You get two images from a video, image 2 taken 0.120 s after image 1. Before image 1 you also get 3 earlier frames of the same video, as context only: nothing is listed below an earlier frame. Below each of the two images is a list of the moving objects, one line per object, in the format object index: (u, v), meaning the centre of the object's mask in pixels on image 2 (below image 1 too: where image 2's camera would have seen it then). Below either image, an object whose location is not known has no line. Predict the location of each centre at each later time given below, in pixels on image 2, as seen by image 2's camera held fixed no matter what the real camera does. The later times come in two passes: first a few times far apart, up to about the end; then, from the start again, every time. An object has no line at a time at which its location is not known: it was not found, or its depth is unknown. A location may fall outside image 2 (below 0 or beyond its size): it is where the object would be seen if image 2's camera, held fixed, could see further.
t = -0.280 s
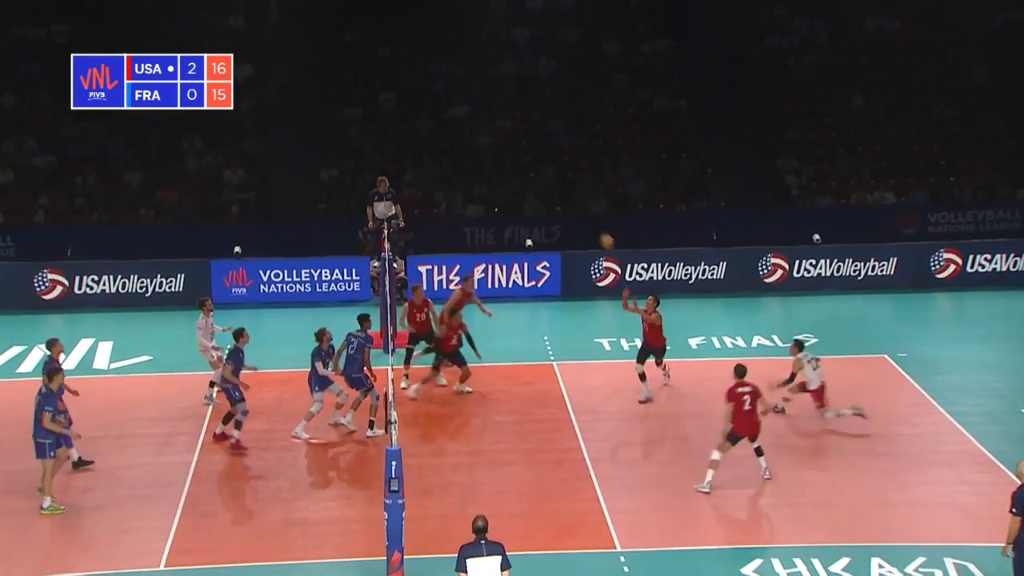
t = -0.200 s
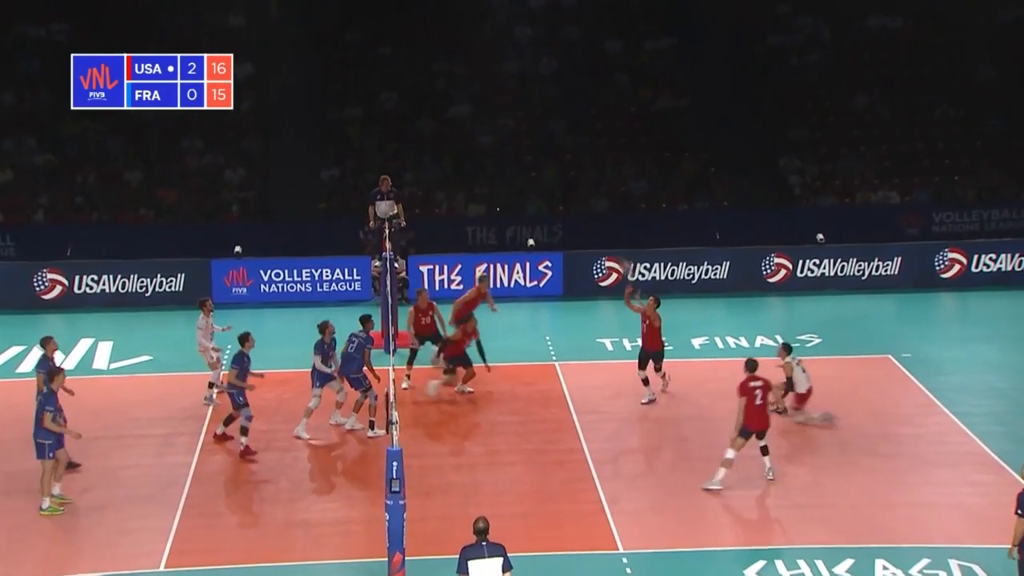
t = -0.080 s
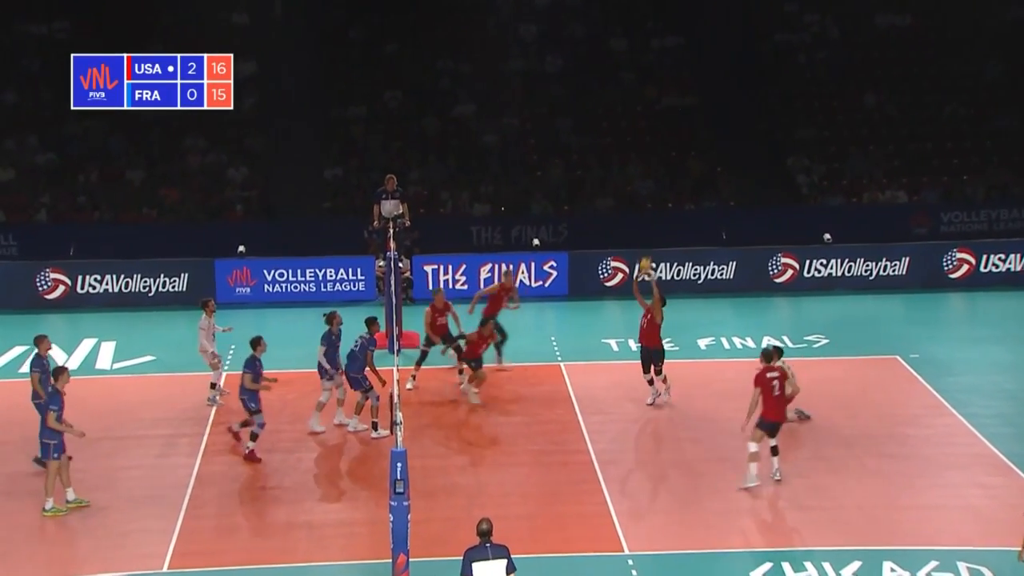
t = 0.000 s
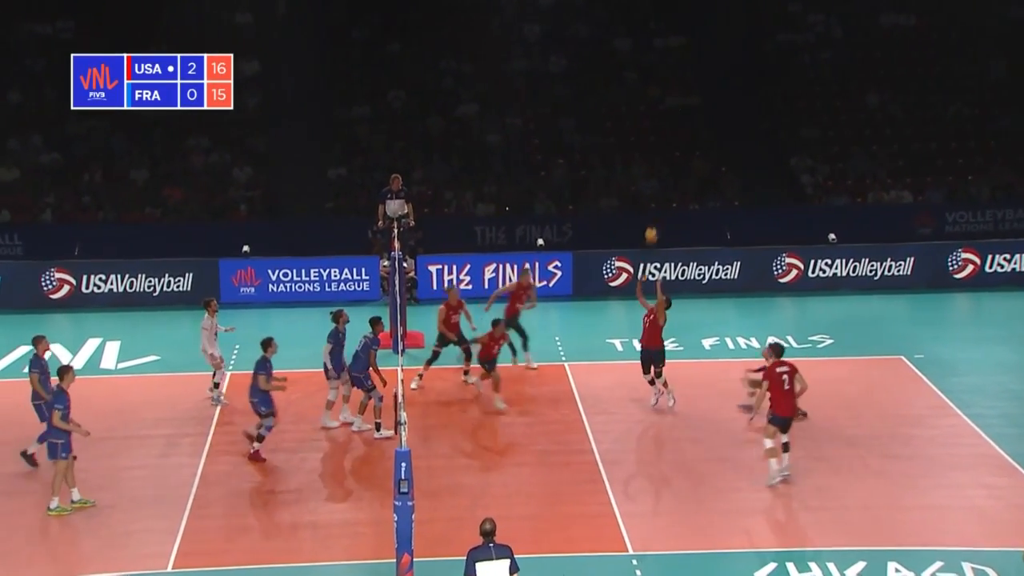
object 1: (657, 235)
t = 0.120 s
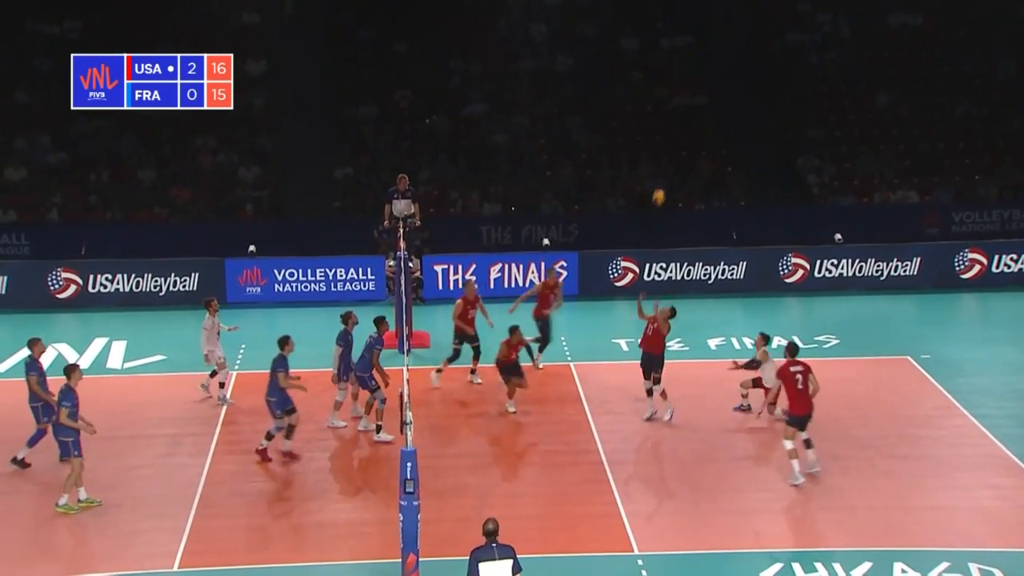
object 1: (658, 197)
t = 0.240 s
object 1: (660, 167)
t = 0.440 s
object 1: (661, 137)
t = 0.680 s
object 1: (662, 133)
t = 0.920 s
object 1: (663, 165)
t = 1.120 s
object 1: (661, 217)
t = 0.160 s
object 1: (659, 186)
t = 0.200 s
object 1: (660, 176)
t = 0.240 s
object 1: (660, 167)
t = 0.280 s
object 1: (660, 159)
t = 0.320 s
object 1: (661, 152)
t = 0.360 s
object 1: (661, 146)
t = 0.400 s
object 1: (661, 141)
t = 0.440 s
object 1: (661, 137)
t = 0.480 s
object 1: (661, 134)
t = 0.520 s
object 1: (662, 132)
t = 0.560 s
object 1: (662, 130)
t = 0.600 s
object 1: (662, 130)
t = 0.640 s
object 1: (661, 131)
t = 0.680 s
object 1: (662, 133)
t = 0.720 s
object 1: (662, 136)
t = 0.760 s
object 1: (663, 140)
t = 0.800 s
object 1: (662, 145)
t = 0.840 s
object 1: (662, 150)
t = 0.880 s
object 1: (662, 157)
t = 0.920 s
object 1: (663, 165)
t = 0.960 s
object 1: (662, 174)
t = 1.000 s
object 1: (662, 183)
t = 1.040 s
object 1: (663, 193)
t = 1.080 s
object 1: (662, 205)
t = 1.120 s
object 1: (661, 217)
